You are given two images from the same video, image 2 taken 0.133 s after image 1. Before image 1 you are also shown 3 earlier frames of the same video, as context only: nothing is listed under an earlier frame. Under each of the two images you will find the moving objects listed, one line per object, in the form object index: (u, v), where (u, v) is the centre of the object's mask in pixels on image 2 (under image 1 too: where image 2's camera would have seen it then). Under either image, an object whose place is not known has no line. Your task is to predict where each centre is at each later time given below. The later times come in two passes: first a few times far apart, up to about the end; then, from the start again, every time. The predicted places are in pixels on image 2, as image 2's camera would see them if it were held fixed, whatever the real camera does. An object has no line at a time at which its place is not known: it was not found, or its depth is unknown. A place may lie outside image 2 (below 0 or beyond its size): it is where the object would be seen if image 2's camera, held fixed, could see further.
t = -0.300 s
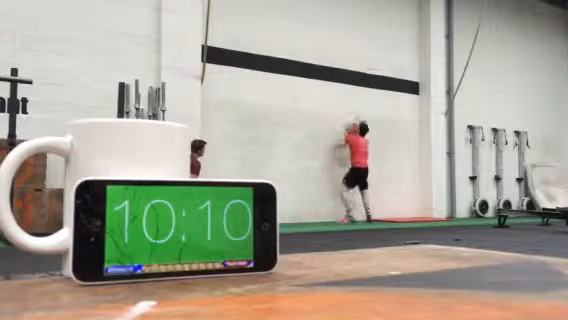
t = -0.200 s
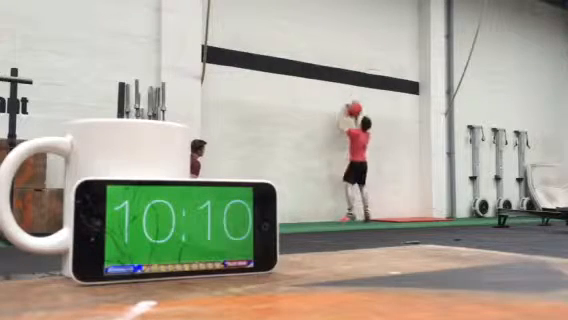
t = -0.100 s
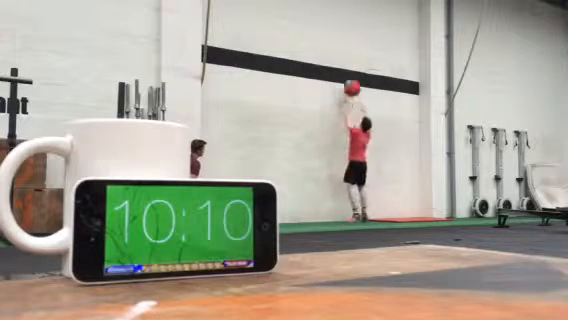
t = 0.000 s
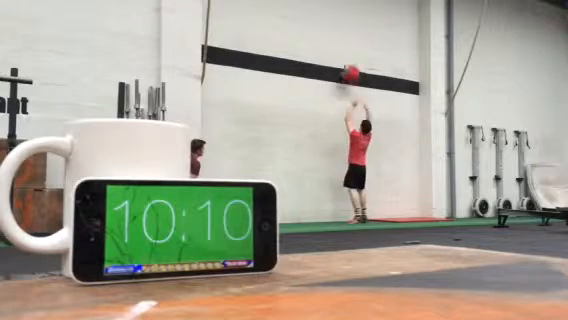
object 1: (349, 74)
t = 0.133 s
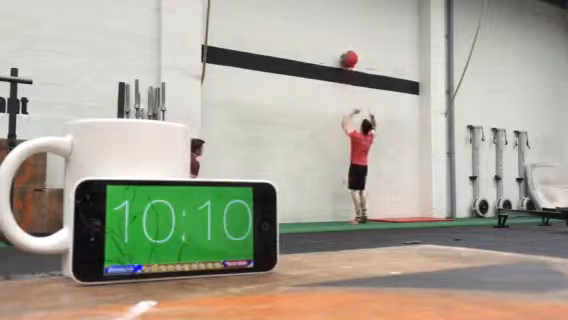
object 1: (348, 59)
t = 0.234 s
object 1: (347, 56)
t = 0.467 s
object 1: (347, 62)
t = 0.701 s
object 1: (350, 93)
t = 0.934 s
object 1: (353, 152)
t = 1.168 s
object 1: (357, 211)
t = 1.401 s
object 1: (363, 202)
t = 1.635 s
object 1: (369, 214)
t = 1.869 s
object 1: (373, 214)
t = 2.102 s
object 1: (371, 213)
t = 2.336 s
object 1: (369, 214)
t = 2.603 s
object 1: (370, 214)
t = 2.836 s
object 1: (370, 214)
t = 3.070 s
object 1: (370, 214)
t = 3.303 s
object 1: (370, 214)
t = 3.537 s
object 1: (370, 214)
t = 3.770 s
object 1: (370, 214)
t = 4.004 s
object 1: (370, 214)
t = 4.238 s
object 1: (370, 214)
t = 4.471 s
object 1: (370, 214)
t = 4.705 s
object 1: (370, 214)
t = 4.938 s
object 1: (370, 214)
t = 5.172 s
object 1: (370, 214)
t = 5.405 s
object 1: (370, 214)
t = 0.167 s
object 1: (348, 57)
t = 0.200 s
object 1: (347, 56)
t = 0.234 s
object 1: (347, 56)
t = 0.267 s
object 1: (346, 55)
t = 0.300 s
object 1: (346, 55)
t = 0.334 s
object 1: (346, 56)
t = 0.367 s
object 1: (346, 56)
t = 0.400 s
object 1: (346, 57)
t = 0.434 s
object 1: (347, 59)
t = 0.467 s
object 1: (347, 62)
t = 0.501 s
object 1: (348, 64)
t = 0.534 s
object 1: (349, 67)
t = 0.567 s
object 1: (350, 72)
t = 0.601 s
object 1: (349, 75)
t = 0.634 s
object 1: (350, 80)
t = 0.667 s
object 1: (350, 86)
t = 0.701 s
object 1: (350, 93)
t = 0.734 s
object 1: (350, 100)
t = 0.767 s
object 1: (350, 107)
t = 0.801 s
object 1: (351, 115)
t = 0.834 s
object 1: (352, 123)
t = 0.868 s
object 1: (352, 133)
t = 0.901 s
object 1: (353, 142)
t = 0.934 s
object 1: (353, 152)
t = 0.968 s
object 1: (354, 163)
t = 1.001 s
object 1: (354, 176)
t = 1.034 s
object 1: (355, 188)
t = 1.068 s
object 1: (355, 201)
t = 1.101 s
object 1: (355, 213)
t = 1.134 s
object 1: (356, 213)
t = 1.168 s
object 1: (357, 211)
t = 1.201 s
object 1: (358, 208)
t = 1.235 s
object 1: (359, 206)
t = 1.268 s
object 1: (360, 204)
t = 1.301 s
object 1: (361, 202)
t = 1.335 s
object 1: (362, 201)
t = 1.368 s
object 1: (363, 201)
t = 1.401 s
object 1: (363, 202)
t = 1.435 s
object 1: (364, 202)
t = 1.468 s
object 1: (365, 204)
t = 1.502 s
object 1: (366, 206)
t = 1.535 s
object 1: (366, 209)
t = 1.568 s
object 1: (368, 212)
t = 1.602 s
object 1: (368, 214)
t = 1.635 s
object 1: (369, 214)
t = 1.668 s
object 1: (370, 214)
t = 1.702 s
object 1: (370, 214)
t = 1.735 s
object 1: (371, 213)
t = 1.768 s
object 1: (372, 214)
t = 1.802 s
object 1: (372, 214)
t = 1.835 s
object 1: (372, 214)
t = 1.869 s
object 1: (373, 214)
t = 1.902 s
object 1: (373, 214)
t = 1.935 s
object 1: (373, 214)
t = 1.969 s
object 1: (372, 214)
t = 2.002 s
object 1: (372, 214)
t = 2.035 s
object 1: (372, 214)
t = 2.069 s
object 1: (371, 214)
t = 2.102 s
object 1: (371, 213)
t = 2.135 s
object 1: (370, 214)
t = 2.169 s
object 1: (370, 214)
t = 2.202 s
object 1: (370, 214)
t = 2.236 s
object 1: (369, 214)
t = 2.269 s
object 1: (369, 214)
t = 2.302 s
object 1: (369, 214)
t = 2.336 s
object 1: (369, 214)
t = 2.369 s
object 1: (369, 214)
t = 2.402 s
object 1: (369, 214)
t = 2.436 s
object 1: (369, 214)
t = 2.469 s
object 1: (369, 214)
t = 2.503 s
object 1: (369, 214)
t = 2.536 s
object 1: (369, 214)
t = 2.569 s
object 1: (370, 214)
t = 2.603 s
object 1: (370, 214)
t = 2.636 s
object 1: (370, 214)
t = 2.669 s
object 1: (370, 214)
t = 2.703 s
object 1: (370, 214)
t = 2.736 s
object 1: (370, 214)
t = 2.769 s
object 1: (370, 214)
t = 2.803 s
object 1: (370, 214)
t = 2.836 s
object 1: (370, 214)
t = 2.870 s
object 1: (370, 214)
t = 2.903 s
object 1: (370, 214)
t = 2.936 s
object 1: (370, 214)
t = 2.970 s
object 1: (370, 214)
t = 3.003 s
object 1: (370, 214)
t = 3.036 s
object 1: (370, 214)
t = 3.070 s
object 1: (370, 214)
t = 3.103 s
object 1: (370, 214)
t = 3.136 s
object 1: (370, 214)
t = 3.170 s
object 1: (370, 214)
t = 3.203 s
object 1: (370, 214)
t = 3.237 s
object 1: (370, 214)
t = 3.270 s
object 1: (370, 214)
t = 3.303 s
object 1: (370, 214)
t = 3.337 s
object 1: (370, 214)
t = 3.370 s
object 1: (370, 214)
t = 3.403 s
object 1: (370, 214)
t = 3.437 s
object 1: (370, 214)
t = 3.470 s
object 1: (370, 214)
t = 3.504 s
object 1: (370, 214)
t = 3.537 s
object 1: (370, 214)
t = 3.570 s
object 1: (370, 214)
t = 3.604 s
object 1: (370, 214)
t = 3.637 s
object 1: (370, 214)
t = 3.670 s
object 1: (370, 214)
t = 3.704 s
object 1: (370, 214)
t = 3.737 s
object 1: (370, 214)
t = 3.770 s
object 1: (370, 214)
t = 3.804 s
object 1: (370, 214)
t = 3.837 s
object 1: (370, 214)
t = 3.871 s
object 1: (370, 214)
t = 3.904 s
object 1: (370, 214)
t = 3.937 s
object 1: (370, 214)
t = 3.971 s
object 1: (370, 214)
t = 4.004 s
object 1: (370, 214)
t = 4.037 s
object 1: (370, 214)
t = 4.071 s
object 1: (370, 214)
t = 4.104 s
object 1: (370, 214)
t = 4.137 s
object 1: (370, 214)
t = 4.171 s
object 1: (370, 214)
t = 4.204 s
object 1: (370, 214)
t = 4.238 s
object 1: (370, 214)
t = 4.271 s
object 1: (370, 214)
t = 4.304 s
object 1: (370, 214)
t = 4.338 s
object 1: (370, 214)
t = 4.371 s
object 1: (370, 214)
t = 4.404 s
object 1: (370, 214)
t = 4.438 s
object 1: (370, 214)
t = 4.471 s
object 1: (370, 214)
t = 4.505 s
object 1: (370, 214)
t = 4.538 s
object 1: (370, 214)
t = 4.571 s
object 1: (370, 214)
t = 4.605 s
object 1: (370, 214)
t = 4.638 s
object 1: (370, 214)
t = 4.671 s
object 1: (370, 214)
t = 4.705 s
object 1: (370, 214)
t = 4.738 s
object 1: (370, 214)
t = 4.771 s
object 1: (370, 214)
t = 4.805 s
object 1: (370, 214)
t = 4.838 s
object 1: (370, 214)
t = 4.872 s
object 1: (370, 214)
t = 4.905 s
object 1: (370, 214)
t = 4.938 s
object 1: (370, 214)
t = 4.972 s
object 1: (370, 214)
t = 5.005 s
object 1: (370, 214)
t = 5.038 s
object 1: (370, 214)
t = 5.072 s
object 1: (370, 214)
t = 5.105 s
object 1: (370, 214)
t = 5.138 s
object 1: (370, 214)
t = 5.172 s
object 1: (370, 214)
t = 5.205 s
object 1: (370, 214)
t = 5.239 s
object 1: (370, 214)
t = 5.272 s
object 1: (370, 214)
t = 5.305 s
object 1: (370, 214)
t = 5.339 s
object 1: (370, 214)
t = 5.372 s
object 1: (370, 214)
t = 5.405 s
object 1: (370, 214)
